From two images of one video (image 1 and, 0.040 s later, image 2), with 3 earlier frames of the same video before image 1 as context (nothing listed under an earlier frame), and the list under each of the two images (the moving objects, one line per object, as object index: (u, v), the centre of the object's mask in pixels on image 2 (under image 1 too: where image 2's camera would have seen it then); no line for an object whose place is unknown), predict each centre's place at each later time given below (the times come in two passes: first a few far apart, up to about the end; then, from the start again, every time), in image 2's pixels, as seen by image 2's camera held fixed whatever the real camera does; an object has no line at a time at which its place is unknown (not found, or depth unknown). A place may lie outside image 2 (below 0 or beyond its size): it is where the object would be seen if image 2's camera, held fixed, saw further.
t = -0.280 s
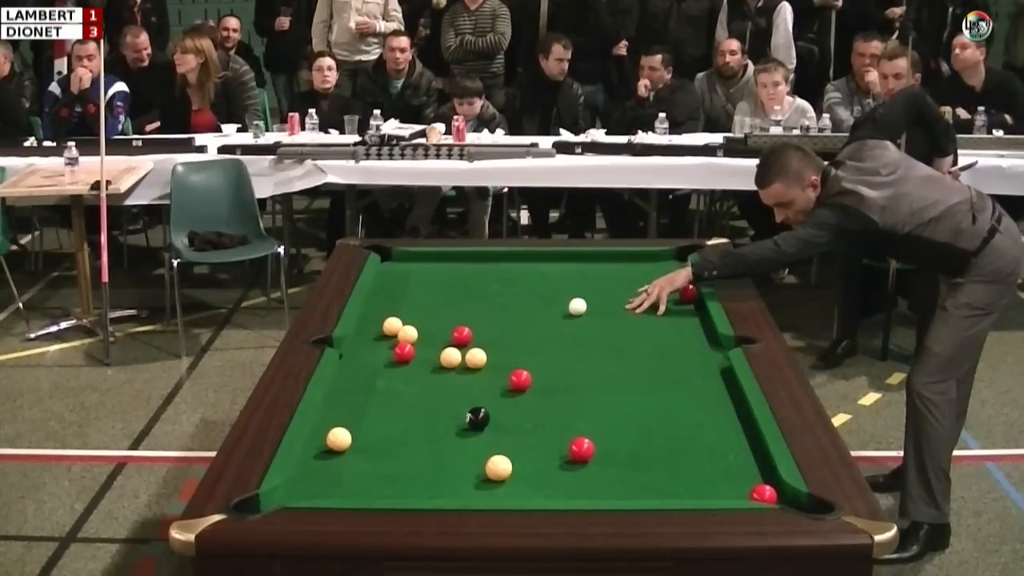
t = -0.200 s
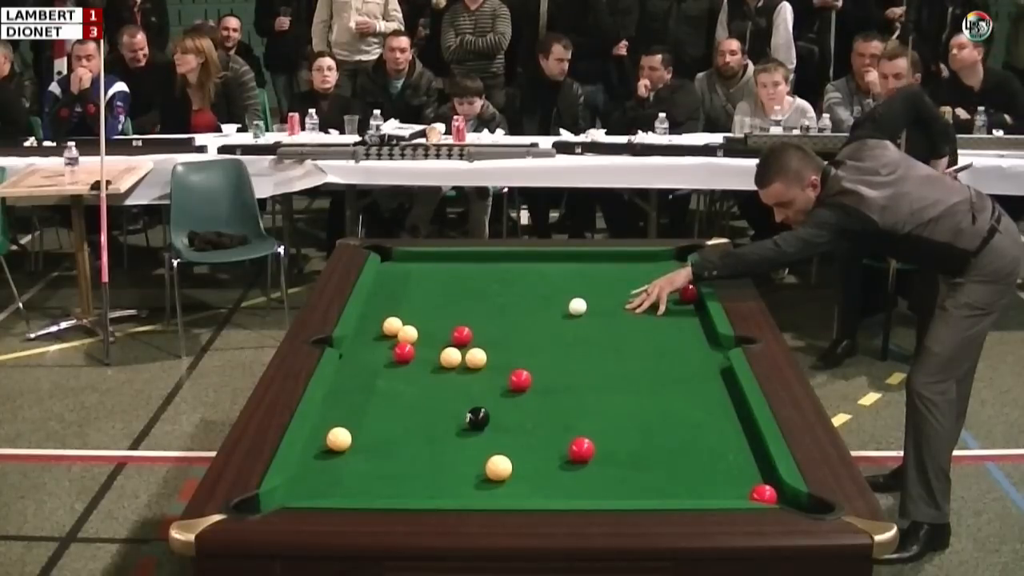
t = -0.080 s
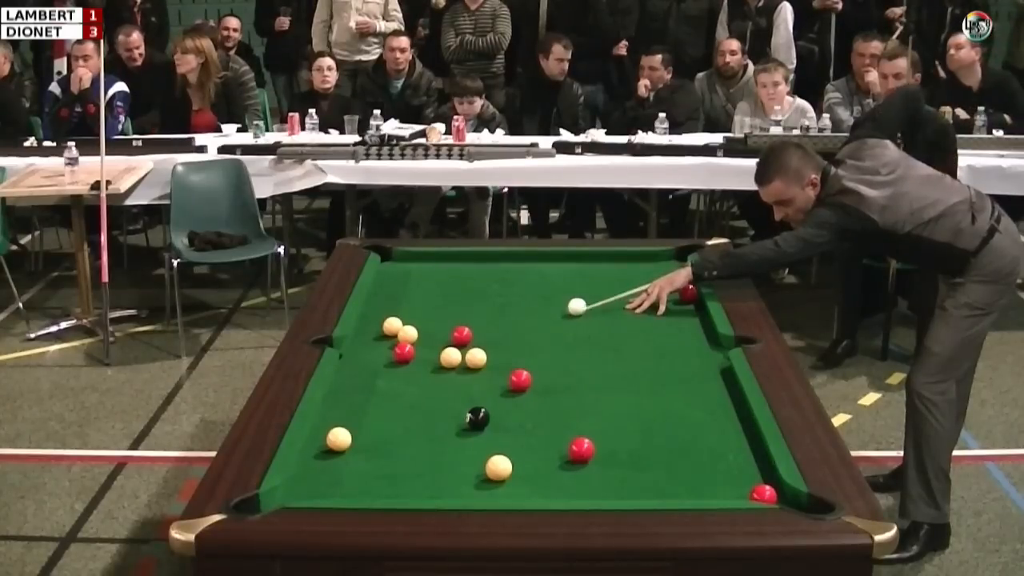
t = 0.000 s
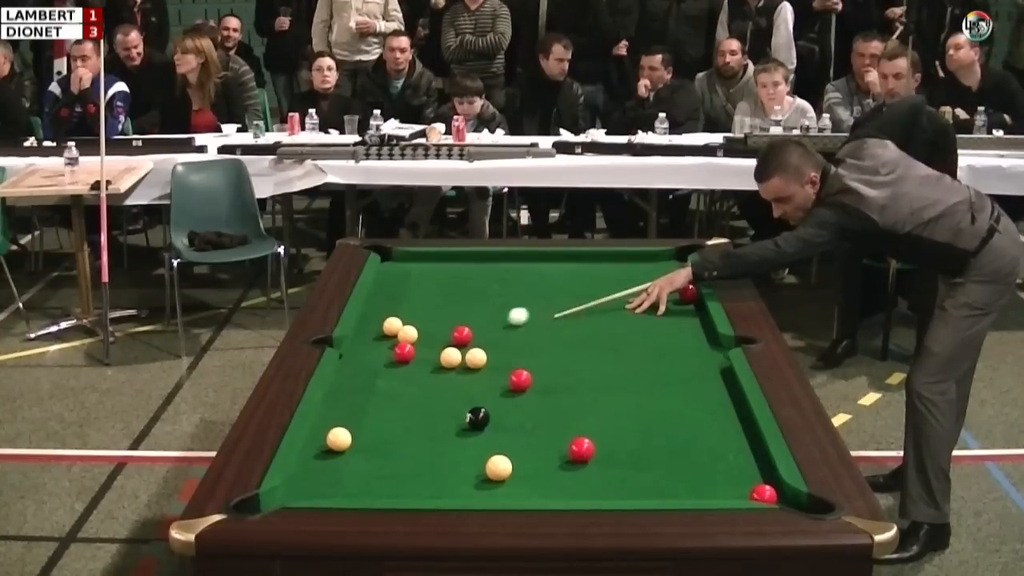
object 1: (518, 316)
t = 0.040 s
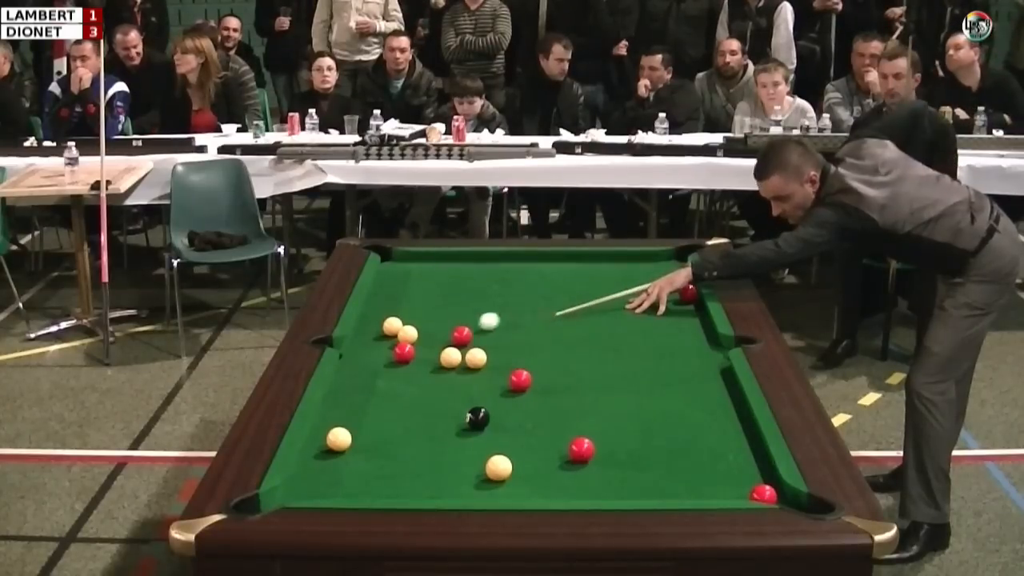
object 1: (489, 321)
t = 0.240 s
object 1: (432, 330)
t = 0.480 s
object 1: (448, 326)
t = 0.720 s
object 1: (466, 322)
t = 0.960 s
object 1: (479, 322)
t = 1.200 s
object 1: (491, 320)
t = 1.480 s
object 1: (502, 318)
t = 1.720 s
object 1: (511, 316)
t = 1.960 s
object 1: (517, 315)
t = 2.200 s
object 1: (522, 314)
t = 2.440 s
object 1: (526, 314)
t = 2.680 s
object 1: (527, 313)
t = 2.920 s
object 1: (526, 314)
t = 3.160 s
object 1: (526, 314)
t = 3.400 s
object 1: (526, 314)
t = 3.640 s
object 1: (526, 314)
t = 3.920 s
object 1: (526, 314)
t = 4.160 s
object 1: (526, 314)
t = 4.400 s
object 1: (526, 314)
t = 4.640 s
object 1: (526, 314)
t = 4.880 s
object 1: (526, 314)
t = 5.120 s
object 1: (526, 314)
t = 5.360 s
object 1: (526, 314)
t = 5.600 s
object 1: (526, 314)
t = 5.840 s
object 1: (526, 314)
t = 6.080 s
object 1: (526, 314)
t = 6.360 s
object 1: (526, 314)
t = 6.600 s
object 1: (526, 314)
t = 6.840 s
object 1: (526, 314)
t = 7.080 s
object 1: (526, 314)
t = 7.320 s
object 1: (526, 314)
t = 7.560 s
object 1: (526, 314)
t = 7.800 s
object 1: (526, 314)
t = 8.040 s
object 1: (526, 314)
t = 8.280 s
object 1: (526, 314)
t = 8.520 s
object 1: (526, 314)
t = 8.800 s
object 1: (526, 314)
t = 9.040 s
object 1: (526, 314)
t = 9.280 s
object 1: (526, 314)
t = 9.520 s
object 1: (526, 314)
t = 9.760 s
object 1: (526, 314)
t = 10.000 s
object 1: (526, 314)
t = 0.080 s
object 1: (459, 323)
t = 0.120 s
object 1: (432, 330)
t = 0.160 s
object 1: (426, 332)
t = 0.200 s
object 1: (429, 331)
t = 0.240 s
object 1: (432, 330)
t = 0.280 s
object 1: (435, 330)
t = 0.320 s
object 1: (438, 329)
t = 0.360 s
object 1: (441, 329)
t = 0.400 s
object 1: (444, 328)
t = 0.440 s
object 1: (446, 327)
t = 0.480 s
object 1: (448, 326)
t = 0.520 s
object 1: (451, 325)
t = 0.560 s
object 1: (453, 324)
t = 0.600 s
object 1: (456, 323)
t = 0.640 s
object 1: (459, 323)
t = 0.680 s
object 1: (463, 322)
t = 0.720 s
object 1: (466, 322)
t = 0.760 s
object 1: (468, 322)
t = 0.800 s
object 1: (471, 322)
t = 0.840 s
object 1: (473, 322)
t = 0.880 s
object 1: (475, 322)
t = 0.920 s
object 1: (477, 322)
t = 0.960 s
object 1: (479, 322)
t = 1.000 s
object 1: (481, 321)
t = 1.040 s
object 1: (483, 321)
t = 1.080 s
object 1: (485, 321)
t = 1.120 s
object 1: (487, 320)
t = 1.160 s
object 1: (489, 320)
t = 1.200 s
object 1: (491, 320)
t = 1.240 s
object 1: (493, 319)
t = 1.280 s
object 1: (494, 319)
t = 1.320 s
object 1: (496, 319)
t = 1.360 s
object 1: (498, 318)
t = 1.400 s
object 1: (499, 318)
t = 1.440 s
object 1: (501, 318)
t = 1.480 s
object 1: (502, 318)
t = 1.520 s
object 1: (504, 317)
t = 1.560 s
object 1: (505, 317)
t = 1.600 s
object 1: (507, 317)
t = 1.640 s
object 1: (508, 316)
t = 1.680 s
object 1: (509, 316)
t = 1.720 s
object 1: (511, 316)
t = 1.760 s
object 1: (512, 316)
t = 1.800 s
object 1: (513, 316)
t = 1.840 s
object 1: (514, 316)
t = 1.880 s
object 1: (515, 315)
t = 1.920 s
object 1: (516, 315)
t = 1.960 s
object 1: (517, 315)
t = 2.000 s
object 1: (518, 315)
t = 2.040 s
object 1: (519, 315)
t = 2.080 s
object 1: (520, 314)
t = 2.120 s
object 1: (521, 314)
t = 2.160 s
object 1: (521, 314)
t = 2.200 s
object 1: (522, 314)
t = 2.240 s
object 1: (523, 314)
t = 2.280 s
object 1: (523, 314)
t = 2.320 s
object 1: (524, 314)
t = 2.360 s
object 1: (524, 314)
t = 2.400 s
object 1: (525, 314)
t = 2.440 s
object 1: (526, 314)
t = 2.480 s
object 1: (526, 314)
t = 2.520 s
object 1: (526, 314)
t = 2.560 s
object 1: (526, 314)
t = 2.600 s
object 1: (527, 314)
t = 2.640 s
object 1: (527, 314)
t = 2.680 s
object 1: (527, 313)
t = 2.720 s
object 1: (527, 313)
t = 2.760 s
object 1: (527, 313)
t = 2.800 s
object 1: (527, 313)
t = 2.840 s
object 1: (526, 314)
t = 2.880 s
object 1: (526, 314)
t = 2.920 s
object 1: (526, 314)
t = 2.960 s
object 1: (526, 314)
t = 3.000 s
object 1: (526, 314)
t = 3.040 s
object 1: (526, 314)
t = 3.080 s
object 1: (526, 314)
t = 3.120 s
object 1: (526, 314)
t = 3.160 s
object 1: (526, 314)
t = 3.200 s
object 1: (526, 314)
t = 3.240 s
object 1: (526, 314)
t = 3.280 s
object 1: (526, 314)
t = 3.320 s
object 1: (526, 314)
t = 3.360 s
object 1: (526, 314)
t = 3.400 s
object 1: (526, 314)
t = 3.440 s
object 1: (526, 314)
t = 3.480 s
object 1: (526, 314)
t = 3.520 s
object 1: (526, 314)
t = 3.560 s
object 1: (526, 314)
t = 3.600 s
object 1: (526, 314)
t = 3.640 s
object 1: (526, 314)
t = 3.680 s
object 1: (526, 314)
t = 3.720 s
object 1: (526, 314)
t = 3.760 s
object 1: (526, 314)
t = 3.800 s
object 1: (526, 314)
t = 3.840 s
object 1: (526, 314)
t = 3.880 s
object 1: (526, 314)
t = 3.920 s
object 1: (526, 314)
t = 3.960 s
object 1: (526, 314)
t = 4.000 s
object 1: (526, 314)
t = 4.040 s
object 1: (526, 314)
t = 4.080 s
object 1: (526, 314)
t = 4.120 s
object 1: (526, 314)
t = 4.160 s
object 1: (526, 314)
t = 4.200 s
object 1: (526, 314)
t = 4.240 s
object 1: (526, 314)
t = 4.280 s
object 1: (526, 314)
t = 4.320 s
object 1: (526, 314)
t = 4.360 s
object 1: (526, 314)
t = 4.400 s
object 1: (526, 314)
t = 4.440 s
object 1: (526, 314)
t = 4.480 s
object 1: (526, 314)
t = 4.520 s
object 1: (526, 314)
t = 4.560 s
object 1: (526, 314)
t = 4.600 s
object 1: (526, 314)
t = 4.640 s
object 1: (526, 314)
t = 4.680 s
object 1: (526, 314)
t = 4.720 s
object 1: (526, 314)
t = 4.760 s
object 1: (526, 314)
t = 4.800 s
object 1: (526, 314)
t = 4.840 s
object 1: (526, 314)
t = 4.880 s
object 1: (526, 314)
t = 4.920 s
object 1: (526, 314)
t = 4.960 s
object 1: (526, 314)
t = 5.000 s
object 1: (526, 314)
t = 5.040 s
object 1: (526, 314)
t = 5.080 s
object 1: (526, 314)
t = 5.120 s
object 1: (526, 314)
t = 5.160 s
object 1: (526, 314)
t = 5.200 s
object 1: (526, 314)
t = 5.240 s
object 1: (526, 314)
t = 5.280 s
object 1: (526, 314)
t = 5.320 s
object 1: (526, 314)
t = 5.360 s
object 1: (526, 314)
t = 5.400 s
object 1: (526, 314)
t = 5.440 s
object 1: (526, 314)
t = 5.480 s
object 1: (526, 314)
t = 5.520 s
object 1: (526, 314)
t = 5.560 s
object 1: (526, 314)
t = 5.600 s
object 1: (526, 314)
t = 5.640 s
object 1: (526, 314)
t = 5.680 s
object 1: (526, 314)
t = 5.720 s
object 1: (526, 314)
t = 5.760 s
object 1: (526, 314)
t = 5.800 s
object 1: (526, 314)
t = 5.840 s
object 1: (526, 314)
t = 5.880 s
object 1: (526, 314)
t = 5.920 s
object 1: (526, 314)
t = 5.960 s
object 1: (526, 314)
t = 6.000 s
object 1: (526, 314)
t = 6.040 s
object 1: (526, 314)
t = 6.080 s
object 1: (526, 314)
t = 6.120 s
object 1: (526, 314)
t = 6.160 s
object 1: (526, 314)
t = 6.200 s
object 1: (526, 314)
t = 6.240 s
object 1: (526, 314)
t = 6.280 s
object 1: (526, 314)
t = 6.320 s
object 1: (526, 314)
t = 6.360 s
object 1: (526, 314)
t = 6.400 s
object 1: (526, 314)
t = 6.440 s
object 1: (526, 314)
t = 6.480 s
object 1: (526, 314)
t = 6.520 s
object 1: (526, 314)
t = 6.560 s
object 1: (526, 314)
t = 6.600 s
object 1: (526, 314)
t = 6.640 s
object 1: (526, 314)
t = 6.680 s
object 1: (526, 314)
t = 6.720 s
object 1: (526, 314)
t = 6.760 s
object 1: (526, 314)
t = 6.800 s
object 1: (526, 314)
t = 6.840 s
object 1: (526, 314)
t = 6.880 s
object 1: (526, 314)
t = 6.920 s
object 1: (526, 314)
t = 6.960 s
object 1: (526, 314)
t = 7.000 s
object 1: (526, 314)
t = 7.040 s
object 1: (526, 314)
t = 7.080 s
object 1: (526, 314)
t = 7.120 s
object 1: (526, 314)
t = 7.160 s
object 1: (526, 314)
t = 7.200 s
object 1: (526, 314)
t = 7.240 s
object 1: (526, 314)
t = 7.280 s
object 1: (526, 314)
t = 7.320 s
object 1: (526, 314)
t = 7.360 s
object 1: (526, 314)
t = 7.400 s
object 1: (526, 314)
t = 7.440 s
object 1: (526, 314)
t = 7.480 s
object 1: (526, 314)
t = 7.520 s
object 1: (526, 314)
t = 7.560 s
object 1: (526, 314)
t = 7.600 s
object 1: (526, 314)
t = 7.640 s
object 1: (526, 314)
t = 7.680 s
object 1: (526, 314)
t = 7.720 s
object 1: (526, 314)
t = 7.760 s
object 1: (526, 314)
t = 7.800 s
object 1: (526, 314)
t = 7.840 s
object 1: (526, 314)
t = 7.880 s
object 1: (526, 314)
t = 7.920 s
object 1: (526, 314)
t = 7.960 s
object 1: (526, 314)
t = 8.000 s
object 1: (526, 314)
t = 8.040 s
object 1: (526, 314)
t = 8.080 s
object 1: (526, 314)
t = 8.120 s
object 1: (526, 314)
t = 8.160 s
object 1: (526, 314)
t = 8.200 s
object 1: (526, 314)
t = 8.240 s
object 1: (526, 314)
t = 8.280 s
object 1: (526, 314)
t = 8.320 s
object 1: (526, 314)
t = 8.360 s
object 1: (526, 314)
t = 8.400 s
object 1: (526, 314)
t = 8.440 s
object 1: (526, 314)
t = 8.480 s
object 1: (526, 314)
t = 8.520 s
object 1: (526, 314)
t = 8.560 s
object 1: (526, 314)
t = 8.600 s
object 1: (526, 314)
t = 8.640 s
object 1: (526, 314)
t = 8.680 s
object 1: (526, 314)
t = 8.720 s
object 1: (526, 314)
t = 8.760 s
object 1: (526, 314)
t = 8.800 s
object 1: (526, 314)
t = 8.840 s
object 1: (526, 314)
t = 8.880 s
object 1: (526, 314)
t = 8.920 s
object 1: (526, 314)
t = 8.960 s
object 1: (526, 314)
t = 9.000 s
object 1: (526, 314)
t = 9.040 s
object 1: (526, 314)
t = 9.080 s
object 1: (526, 314)
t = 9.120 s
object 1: (526, 314)
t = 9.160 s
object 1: (526, 314)
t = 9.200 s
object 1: (526, 314)
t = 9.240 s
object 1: (526, 314)
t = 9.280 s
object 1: (526, 314)
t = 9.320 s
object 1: (526, 314)
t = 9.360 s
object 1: (526, 314)
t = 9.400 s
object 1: (526, 314)
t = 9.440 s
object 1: (526, 314)
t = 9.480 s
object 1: (526, 314)
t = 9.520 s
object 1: (526, 314)
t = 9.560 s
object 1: (526, 314)
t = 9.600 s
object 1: (526, 314)
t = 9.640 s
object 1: (526, 314)
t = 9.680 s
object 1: (526, 314)
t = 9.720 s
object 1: (526, 314)
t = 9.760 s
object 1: (526, 314)
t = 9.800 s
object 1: (526, 314)
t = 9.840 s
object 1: (526, 314)
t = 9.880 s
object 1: (526, 314)
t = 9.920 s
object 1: (526, 314)
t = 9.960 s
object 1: (526, 314)
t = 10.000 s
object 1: (526, 314)
